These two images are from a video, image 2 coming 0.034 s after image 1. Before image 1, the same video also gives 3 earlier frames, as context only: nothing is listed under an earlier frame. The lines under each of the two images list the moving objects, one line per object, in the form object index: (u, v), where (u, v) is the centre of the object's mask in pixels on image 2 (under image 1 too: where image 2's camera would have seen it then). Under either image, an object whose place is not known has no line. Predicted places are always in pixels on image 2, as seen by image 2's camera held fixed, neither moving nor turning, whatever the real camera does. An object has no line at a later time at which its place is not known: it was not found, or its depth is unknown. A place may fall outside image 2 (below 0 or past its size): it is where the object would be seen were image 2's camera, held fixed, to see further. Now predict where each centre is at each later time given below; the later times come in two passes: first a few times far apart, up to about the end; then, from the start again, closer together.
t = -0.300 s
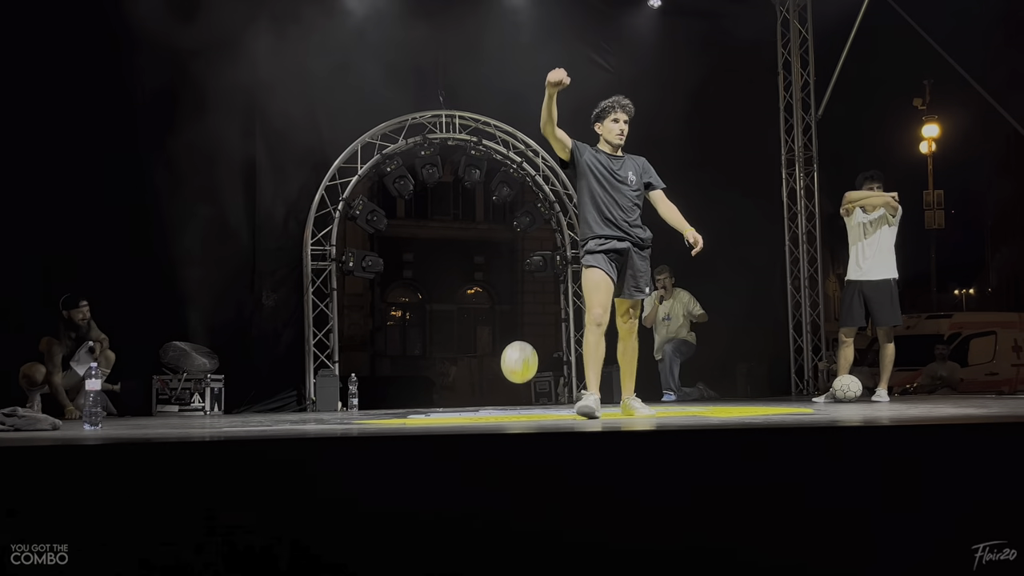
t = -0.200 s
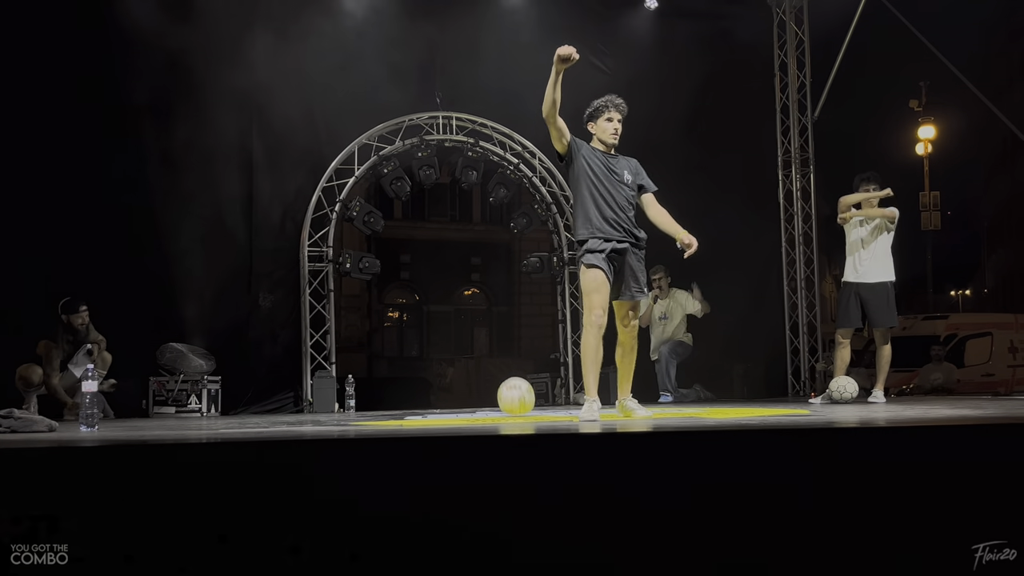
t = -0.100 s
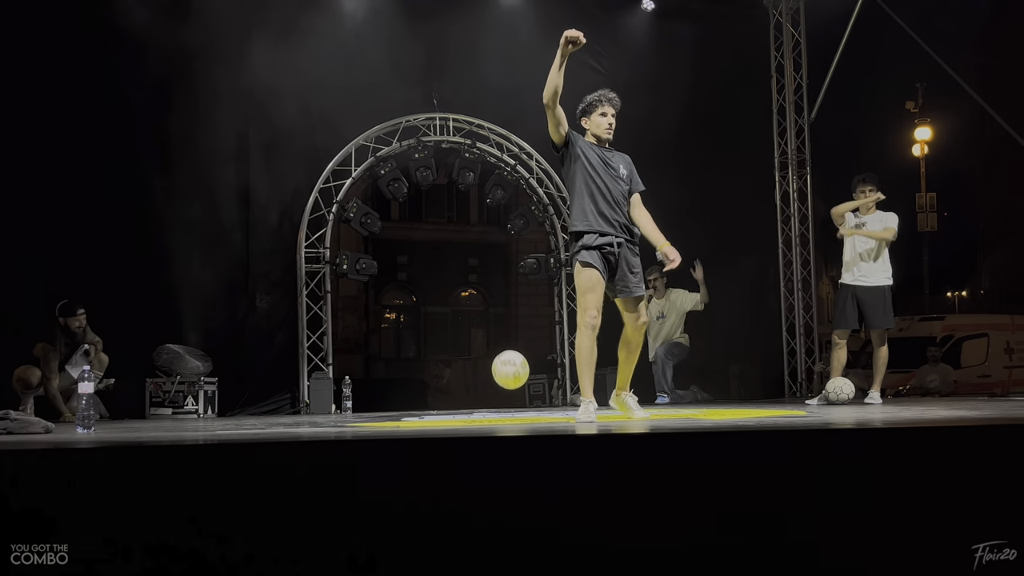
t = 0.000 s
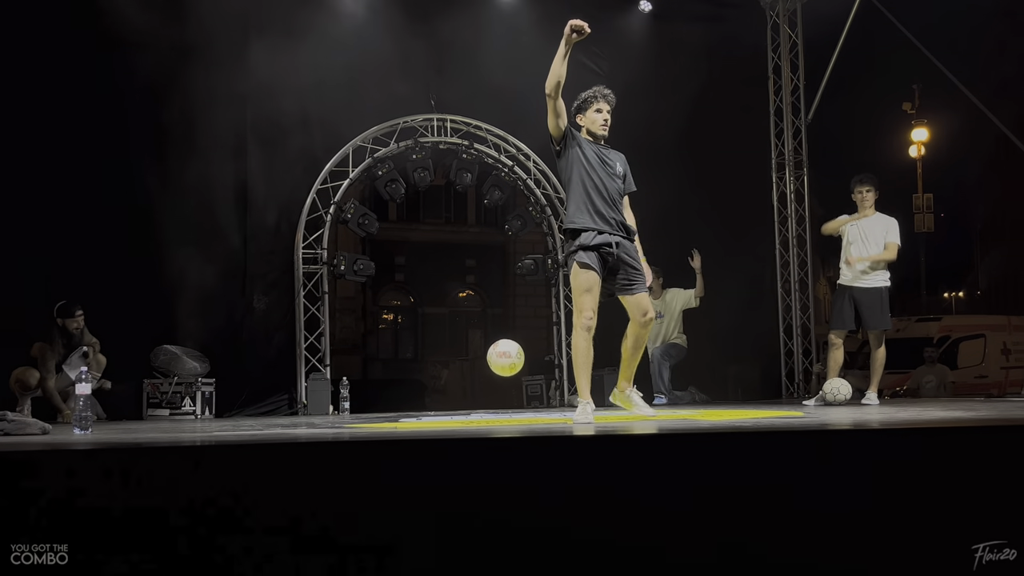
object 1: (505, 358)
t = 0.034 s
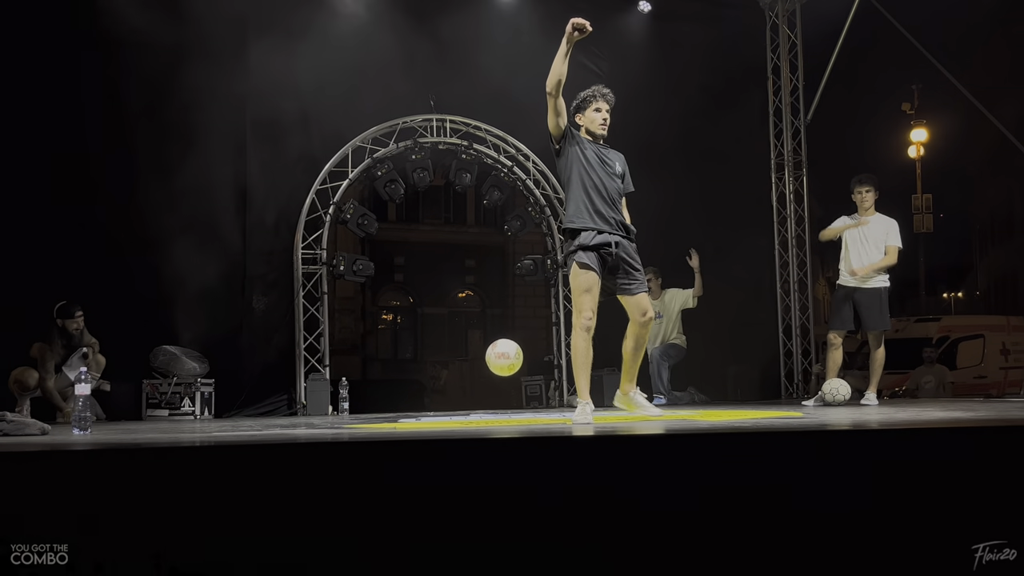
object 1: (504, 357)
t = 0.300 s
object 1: (499, 396)
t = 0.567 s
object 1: (491, 387)
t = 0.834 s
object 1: (485, 389)
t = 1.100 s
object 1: (477, 396)
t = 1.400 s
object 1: (466, 400)
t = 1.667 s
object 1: (457, 403)
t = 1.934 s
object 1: (446, 404)
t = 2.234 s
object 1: (432, 404)
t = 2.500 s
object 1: (418, 405)
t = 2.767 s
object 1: (405, 405)
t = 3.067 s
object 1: (390, 406)
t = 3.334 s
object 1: (374, 406)
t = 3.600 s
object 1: (358, 406)
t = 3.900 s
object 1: (339, 407)
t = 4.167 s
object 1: (321, 407)
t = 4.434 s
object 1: (303, 408)
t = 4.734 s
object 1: (282, 409)
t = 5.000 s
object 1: (263, 409)
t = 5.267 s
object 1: (242, 410)
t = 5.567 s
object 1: (220, 410)
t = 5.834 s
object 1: (202, 410)
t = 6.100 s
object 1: (186, 410)
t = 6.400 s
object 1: (171, 410)
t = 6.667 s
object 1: (160, 410)
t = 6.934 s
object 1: (151, 410)
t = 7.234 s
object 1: (144, 411)
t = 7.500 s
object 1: (139, 411)
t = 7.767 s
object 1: (137, 411)
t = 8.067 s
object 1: (136, 411)
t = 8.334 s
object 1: (134, 411)
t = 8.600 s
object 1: (130, 411)
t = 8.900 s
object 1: (128, 410)
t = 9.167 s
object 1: (125, 410)
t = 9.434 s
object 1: (123, 410)
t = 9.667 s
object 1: (124, 410)
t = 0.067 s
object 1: (503, 358)
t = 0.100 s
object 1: (503, 361)
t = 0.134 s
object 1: (502, 366)
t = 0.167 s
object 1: (501, 373)
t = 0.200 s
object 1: (501, 381)
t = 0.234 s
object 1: (500, 391)
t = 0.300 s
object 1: (499, 396)
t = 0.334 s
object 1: (498, 388)
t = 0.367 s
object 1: (497, 383)
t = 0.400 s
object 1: (496, 379)
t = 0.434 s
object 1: (495, 377)
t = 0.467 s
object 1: (494, 376)
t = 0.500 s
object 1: (493, 378)
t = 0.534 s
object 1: (492, 381)
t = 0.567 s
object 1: (491, 387)
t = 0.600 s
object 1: (490, 394)
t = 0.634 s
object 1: (489, 402)
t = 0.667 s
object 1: (489, 397)
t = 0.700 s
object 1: (488, 392)
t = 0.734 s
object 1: (487, 389)
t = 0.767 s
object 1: (487, 387)
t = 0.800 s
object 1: (486, 387)
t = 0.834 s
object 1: (485, 389)
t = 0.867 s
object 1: (484, 392)
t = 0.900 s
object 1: (483, 397)
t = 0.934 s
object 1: (482, 402)
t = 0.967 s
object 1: (481, 398)
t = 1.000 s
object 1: (480, 394)
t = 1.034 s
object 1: (479, 393)
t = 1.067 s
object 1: (478, 394)
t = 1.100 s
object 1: (477, 396)
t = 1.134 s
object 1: (476, 400)
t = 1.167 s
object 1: (475, 402)
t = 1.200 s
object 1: (474, 399)
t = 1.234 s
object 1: (473, 397)
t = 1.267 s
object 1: (471, 397)
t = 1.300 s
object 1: (470, 399)
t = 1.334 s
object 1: (469, 403)
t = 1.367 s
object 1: (467, 401)
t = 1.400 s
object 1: (466, 400)
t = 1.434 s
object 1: (465, 400)
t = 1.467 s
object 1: (464, 403)
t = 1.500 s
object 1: (463, 402)
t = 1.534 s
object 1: (462, 401)
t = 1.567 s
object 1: (461, 402)
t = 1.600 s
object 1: (460, 403)
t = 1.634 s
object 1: (458, 402)
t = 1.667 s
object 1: (457, 403)
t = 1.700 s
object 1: (456, 403)
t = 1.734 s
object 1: (454, 403)
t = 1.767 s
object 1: (453, 404)
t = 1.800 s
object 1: (452, 403)
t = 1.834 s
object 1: (450, 403)
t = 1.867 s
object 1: (449, 403)
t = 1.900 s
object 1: (447, 404)
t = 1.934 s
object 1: (446, 404)
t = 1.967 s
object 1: (444, 404)
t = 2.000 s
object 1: (443, 404)
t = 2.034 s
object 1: (441, 404)
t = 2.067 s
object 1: (440, 404)
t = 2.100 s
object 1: (438, 404)
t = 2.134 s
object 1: (437, 404)
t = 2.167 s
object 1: (435, 404)
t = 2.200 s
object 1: (434, 404)
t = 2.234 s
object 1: (432, 404)
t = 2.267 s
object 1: (430, 404)
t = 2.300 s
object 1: (428, 405)
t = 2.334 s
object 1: (426, 405)
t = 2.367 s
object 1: (425, 405)
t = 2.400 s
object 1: (423, 405)
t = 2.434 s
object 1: (421, 405)
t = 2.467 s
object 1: (419, 405)
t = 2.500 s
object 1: (418, 405)
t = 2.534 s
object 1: (416, 405)
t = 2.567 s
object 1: (414, 405)
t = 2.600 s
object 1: (413, 405)
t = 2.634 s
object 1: (411, 405)
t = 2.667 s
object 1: (409, 405)
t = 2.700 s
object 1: (408, 405)
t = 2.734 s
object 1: (406, 405)
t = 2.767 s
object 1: (405, 405)
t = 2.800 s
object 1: (403, 405)
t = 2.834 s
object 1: (402, 406)
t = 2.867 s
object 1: (400, 405)
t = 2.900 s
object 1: (398, 405)
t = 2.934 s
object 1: (397, 406)
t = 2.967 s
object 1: (395, 406)
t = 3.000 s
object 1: (393, 406)
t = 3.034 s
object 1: (391, 405)
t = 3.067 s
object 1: (390, 406)
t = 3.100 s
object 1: (388, 406)
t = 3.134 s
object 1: (386, 406)
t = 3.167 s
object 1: (384, 406)
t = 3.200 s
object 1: (382, 406)
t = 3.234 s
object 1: (380, 406)
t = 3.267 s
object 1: (378, 406)
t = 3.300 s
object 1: (376, 406)
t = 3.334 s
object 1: (374, 406)
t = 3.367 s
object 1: (372, 406)
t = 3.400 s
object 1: (370, 406)
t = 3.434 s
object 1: (368, 406)
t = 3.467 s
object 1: (366, 406)
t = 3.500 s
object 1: (364, 406)
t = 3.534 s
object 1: (362, 406)
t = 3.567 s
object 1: (360, 406)
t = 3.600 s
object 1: (358, 406)
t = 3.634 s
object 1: (356, 406)
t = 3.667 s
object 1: (353, 406)
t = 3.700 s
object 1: (351, 407)
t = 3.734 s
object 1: (349, 407)
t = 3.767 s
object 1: (347, 407)
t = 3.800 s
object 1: (345, 407)
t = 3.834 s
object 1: (343, 407)
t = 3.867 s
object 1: (341, 407)
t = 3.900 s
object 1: (339, 407)
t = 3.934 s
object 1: (336, 407)
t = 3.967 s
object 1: (334, 407)
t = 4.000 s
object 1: (332, 407)
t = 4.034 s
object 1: (330, 407)
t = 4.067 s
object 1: (328, 407)
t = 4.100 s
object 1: (326, 407)
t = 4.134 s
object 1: (324, 407)
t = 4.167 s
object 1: (321, 407)
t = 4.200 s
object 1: (319, 407)
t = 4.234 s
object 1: (316, 407)
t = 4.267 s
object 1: (314, 408)
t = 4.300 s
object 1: (312, 407)
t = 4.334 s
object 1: (310, 407)
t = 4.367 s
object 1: (308, 408)
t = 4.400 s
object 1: (305, 408)
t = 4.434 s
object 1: (303, 408)
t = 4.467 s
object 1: (301, 408)
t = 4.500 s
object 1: (298, 408)
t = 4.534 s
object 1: (296, 408)
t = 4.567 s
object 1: (294, 408)
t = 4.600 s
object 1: (291, 408)
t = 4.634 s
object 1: (289, 408)
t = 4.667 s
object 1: (287, 408)
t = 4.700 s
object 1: (284, 408)
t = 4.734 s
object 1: (282, 409)
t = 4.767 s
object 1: (280, 408)
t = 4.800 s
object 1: (277, 409)
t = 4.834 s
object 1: (275, 409)
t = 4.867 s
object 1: (273, 409)
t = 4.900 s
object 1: (270, 409)
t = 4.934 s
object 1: (268, 409)
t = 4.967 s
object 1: (266, 409)
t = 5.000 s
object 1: (263, 409)
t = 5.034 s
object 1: (261, 409)
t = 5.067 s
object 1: (258, 410)
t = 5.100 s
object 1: (255, 410)
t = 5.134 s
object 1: (253, 410)
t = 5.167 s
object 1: (250, 410)
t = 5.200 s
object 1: (247, 410)
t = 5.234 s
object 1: (245, 410)
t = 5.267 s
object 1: (242, 410)
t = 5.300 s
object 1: (239, 410)
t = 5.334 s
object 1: (237, 410)
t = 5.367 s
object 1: (235, 410)
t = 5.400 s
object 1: (232, 410)
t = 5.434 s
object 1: (229, 410)
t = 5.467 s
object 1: (227, 410)
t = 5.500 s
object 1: (225, 410)
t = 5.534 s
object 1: (222, 410)
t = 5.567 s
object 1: (220, 410)
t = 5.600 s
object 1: (218, 410)
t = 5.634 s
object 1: (215, 410)
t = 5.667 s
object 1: (213, 410)
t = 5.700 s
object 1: (211, 410)
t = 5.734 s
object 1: (209, 410)
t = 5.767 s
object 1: (207, 410)
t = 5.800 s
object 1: (204, 410)
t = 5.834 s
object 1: (202, 410)
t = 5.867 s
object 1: (200, 410)
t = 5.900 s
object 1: (198, 410)
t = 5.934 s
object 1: (196, 410)
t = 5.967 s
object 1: (194, 410)
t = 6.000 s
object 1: (192, 410)
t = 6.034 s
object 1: (190, 410)
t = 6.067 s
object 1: (188, 410)
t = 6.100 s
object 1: (186, 410)
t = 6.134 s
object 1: (185, 410)
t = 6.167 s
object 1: (183, 410)
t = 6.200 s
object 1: (181, 410)
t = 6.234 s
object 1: (179, 411)
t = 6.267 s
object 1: (177, 410)
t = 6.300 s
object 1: (176, 410)
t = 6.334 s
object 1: (174, 410)
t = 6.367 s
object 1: (172, 410)
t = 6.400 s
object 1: (171, 410)
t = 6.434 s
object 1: (169, 410)
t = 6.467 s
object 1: (168, 410)
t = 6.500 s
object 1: (166, 410)
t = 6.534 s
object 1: (165, 410)
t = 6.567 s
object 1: (163, 410)
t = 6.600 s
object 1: (162, 410)
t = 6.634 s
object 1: (161, 410)
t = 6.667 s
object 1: (160, 410)
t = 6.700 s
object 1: (158, 410)
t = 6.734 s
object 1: (158, 410)
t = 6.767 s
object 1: (156, 410)
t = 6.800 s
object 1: (156, 410)
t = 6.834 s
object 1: (154, 410)
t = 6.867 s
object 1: (153, 410)
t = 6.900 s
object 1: (152, 410)
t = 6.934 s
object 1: (151, 410)
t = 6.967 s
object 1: (150, 410)
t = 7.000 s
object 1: (149, 411)
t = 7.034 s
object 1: (148, 411)
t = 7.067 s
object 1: (147, 411)
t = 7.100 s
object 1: (147, 411)
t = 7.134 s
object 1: (146, 411)
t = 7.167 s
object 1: (145, 411)
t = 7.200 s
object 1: (144, 411)
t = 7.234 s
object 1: (144, 411)
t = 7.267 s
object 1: (143, 411)
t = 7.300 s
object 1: (143, 411)
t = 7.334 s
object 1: (142, 411)
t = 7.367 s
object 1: (141, 411)
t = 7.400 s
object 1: (141, 411)
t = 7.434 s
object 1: (140, 411)
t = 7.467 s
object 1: (140, 411)
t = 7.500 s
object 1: (139, 411)
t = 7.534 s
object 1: (139, 411)
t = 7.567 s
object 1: (138, 410)
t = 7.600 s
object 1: (138, 411)
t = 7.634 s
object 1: (138, 411)
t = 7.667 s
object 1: (138, 411)
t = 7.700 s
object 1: (137, 411)
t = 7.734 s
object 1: (137, 411)
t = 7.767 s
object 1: (137, 411)
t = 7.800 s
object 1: (137, 411)
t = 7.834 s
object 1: (137, 411)
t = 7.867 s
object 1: (137, 411)
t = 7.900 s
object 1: (137, 411)
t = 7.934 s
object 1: (137, 411)
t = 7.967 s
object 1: (136, 411)
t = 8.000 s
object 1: (136, 411)
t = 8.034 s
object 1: (136, 411)
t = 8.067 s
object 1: (136, 411)
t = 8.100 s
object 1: (136, 411)
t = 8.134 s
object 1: (136, 411)
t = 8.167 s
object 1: (135, 411)
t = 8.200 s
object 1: (135, 411)
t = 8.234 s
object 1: (135, 411)
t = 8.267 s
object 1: (135, 411)
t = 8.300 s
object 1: (134, 411)
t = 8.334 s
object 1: (134, 411)
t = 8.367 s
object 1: (133, 411)
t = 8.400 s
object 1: (133, 411)
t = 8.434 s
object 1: (133, 411)
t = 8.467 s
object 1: (132, 411)
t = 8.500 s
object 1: (132, 411)
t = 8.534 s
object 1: (131, 411)
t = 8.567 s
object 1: (131, 411)
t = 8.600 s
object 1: (130, 411)
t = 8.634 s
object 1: (130, 411)
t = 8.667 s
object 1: (130, 411)
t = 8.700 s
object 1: (129, 411)
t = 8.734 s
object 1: (129, 411)
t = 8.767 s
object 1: (128, 410)
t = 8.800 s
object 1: (128, 410)
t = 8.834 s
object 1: (128, 410)
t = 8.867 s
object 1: (128, 410)
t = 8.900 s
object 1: (128, 410)
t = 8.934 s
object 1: (127, 410)
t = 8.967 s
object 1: (127, 410)
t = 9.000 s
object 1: (127, 410)
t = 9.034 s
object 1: (127, 410)
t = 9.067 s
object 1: (126, 410)
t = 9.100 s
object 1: (126, 410)
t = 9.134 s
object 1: (126, 410)
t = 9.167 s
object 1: (125, 410)
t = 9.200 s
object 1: (125, 410)
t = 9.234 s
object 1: (125, 410)
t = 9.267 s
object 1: (125, 410)
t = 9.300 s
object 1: (124, 410)
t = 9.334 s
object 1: (124, 410)
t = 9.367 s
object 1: (123, 410)
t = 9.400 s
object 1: (123, 410)
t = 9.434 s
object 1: (123, 410)
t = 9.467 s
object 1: (123, 410)
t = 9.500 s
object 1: (123, 410)
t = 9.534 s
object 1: (124, 410)
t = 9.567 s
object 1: (124, 410)
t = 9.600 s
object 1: (124, 410)
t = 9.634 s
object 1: (124, 410)
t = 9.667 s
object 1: (124, 410)
